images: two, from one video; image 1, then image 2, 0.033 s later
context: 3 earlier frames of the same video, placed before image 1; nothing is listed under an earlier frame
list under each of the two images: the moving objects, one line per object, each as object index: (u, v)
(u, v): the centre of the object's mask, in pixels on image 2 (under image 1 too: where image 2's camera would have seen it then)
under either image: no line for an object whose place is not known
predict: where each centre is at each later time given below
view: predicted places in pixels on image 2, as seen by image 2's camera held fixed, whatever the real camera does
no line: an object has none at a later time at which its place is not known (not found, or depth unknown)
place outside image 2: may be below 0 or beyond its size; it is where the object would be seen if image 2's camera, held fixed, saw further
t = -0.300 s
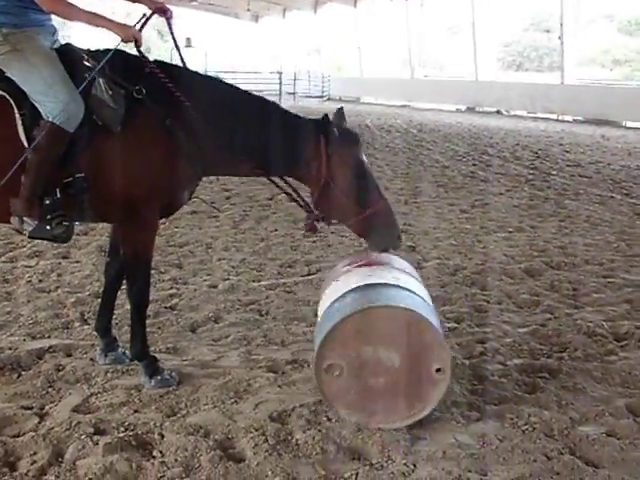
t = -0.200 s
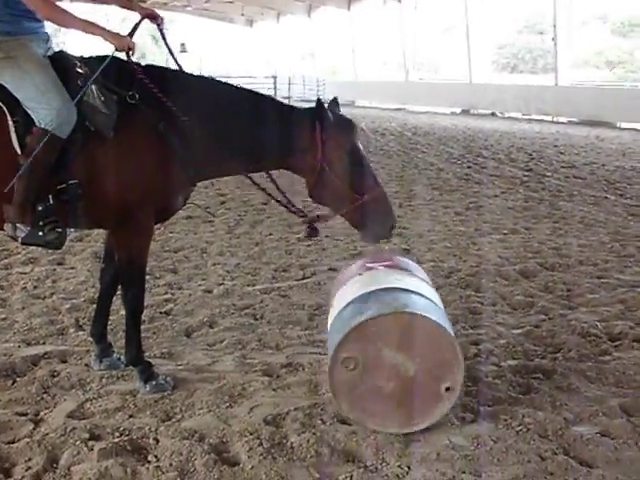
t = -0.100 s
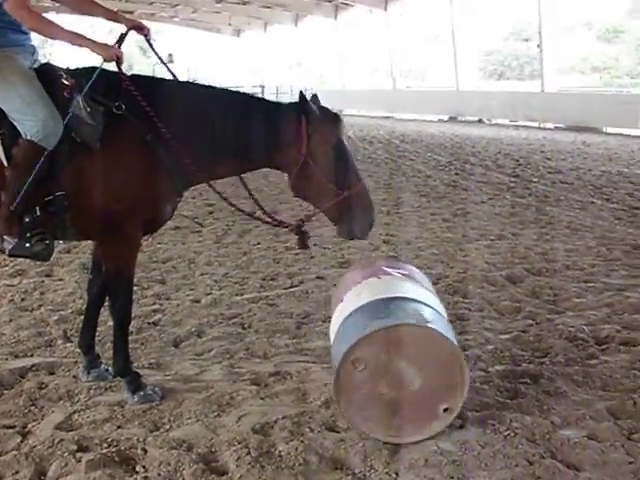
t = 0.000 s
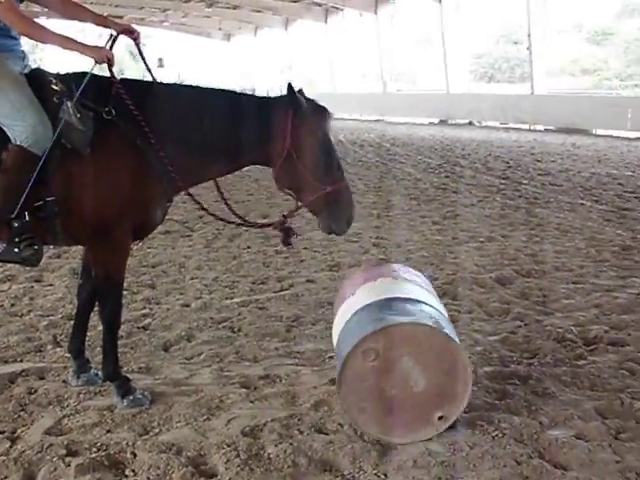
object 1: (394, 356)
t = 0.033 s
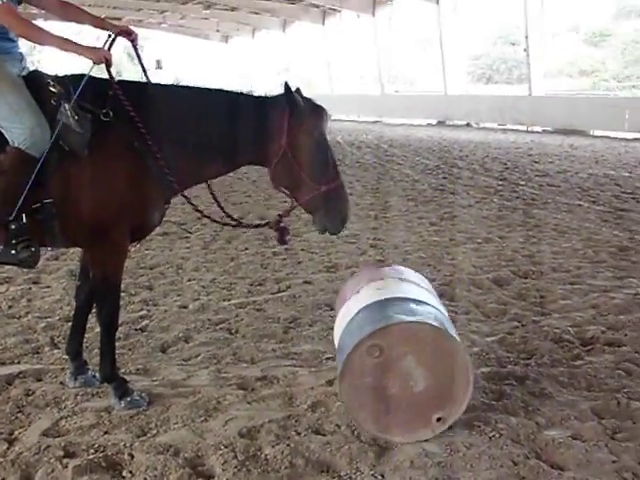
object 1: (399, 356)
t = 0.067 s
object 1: (403, 355)
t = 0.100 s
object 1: (408, 355)
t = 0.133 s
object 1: (412, 356)
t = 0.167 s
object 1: (417, 355)
